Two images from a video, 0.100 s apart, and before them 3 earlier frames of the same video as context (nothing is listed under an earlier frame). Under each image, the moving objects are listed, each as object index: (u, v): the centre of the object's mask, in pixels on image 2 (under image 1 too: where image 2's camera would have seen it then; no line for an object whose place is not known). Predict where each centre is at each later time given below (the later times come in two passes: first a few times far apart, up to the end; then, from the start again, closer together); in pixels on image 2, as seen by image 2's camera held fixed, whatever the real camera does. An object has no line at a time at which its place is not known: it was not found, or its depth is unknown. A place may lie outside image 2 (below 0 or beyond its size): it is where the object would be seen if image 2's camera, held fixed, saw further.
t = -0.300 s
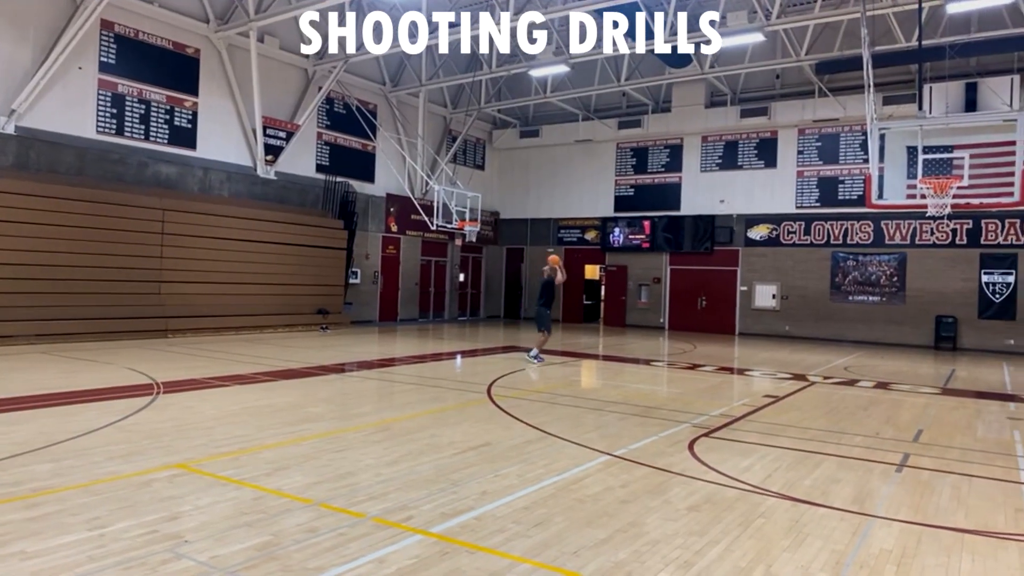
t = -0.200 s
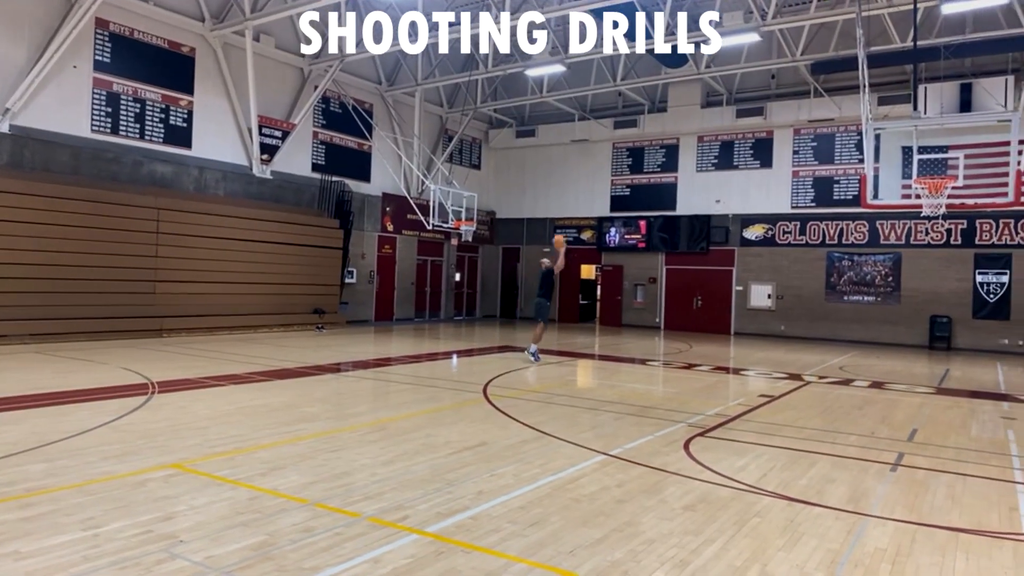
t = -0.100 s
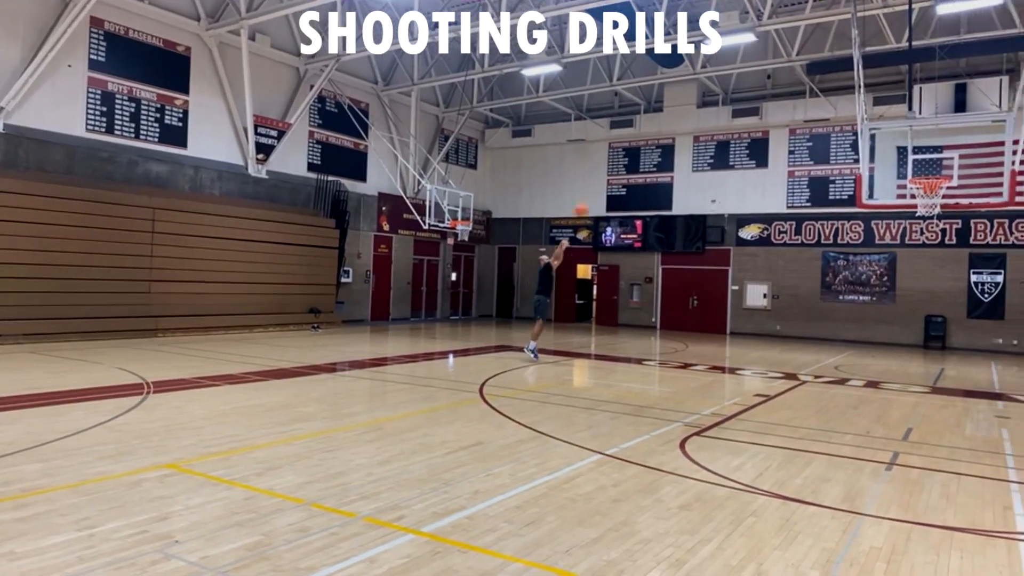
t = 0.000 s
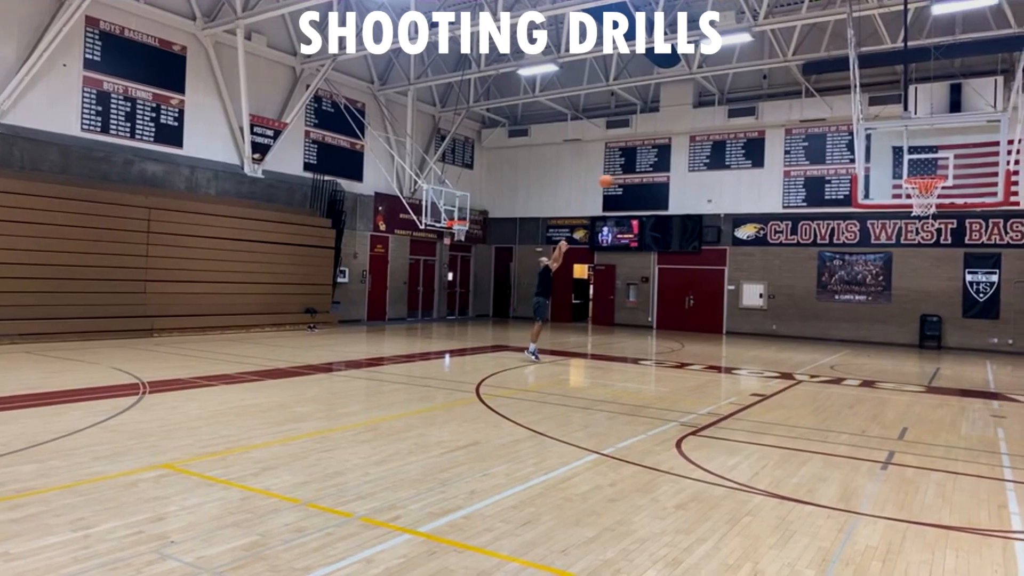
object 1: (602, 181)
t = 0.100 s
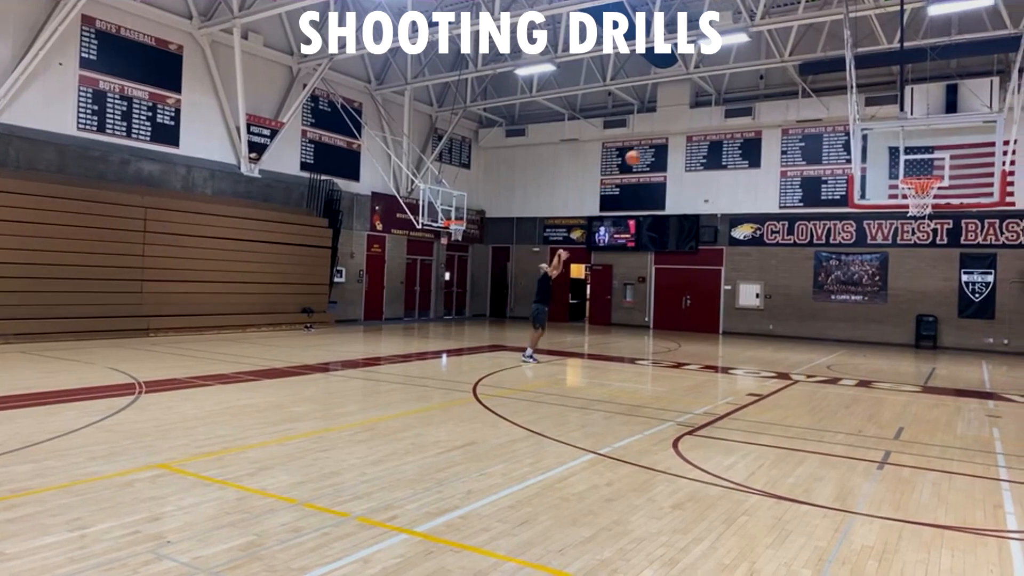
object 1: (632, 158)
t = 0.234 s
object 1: (673, 133)
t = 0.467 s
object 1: (748, 113)
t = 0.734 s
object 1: (842, 132)
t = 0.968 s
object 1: (933, 190)
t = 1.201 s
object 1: (972, 223)
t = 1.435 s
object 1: (1007, 293)
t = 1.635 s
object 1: (1039, 388)
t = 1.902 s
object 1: (1032, 330)
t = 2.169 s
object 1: (1018, 280)
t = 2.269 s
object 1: (1013, 277)
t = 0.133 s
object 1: (642, 150)
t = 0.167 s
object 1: (653, 144)
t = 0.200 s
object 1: (662, 139)
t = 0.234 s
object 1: (673, 133)
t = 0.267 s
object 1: (684, 127)
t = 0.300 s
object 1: (695, 124)
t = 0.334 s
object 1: (705, 121)
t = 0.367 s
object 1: (716, 117)
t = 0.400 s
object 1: (727, 116)
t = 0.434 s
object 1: (737, 114)
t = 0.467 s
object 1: (748, 113)
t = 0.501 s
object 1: (759, 114)
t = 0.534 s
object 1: (771, 114)
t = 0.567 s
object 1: (784, 115)
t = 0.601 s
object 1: (795, 117)
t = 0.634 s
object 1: (807, 119)
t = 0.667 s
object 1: (818, 123)
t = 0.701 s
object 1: (829, 127)
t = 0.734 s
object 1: (842, 132)
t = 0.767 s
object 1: (855, 138)
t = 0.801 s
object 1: (868, 145)
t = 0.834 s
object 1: (881, 152)
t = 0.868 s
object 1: (894, 161)
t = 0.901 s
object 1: (907, 170)
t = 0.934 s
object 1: (919, 179)
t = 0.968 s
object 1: (933, 190)
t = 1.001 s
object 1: (942, 196)
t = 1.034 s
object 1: (949, 199)
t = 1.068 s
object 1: (952, 201)
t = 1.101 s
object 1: (957, 206)
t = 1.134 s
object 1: (962, 211)
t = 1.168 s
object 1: (966, 216)
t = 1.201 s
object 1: (972, 223)
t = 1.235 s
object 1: (976, 231)
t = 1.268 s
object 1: (982, 239)
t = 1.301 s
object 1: (987, 248)
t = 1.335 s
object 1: (991, 258)
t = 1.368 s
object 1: (996, 268)
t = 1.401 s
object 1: (1001, 280)
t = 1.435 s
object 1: (1007, 293)
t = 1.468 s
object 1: (1012, 307)
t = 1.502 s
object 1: (1016, 320)
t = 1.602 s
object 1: (1032, 370)
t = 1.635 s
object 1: (1039, 388)
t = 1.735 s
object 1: (1042, 390)
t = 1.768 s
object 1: (1040, 377)
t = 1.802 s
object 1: (1037, 363)
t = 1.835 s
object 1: (1036, 351)
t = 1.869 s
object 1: (1034, 340)
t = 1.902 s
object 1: (1032, 330)
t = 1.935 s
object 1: (1031, 320)
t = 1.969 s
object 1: (1029, 312)
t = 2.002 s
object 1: (1027, 305)
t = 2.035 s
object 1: (1025, 298)
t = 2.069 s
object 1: (1023, 292)
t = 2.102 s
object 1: (1022, 287)
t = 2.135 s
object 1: (1019, 283)
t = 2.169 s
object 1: (1018, 280)
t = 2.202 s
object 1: (1016, 278)
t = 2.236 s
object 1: (1014, 277)
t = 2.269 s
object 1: (1013, 277)
